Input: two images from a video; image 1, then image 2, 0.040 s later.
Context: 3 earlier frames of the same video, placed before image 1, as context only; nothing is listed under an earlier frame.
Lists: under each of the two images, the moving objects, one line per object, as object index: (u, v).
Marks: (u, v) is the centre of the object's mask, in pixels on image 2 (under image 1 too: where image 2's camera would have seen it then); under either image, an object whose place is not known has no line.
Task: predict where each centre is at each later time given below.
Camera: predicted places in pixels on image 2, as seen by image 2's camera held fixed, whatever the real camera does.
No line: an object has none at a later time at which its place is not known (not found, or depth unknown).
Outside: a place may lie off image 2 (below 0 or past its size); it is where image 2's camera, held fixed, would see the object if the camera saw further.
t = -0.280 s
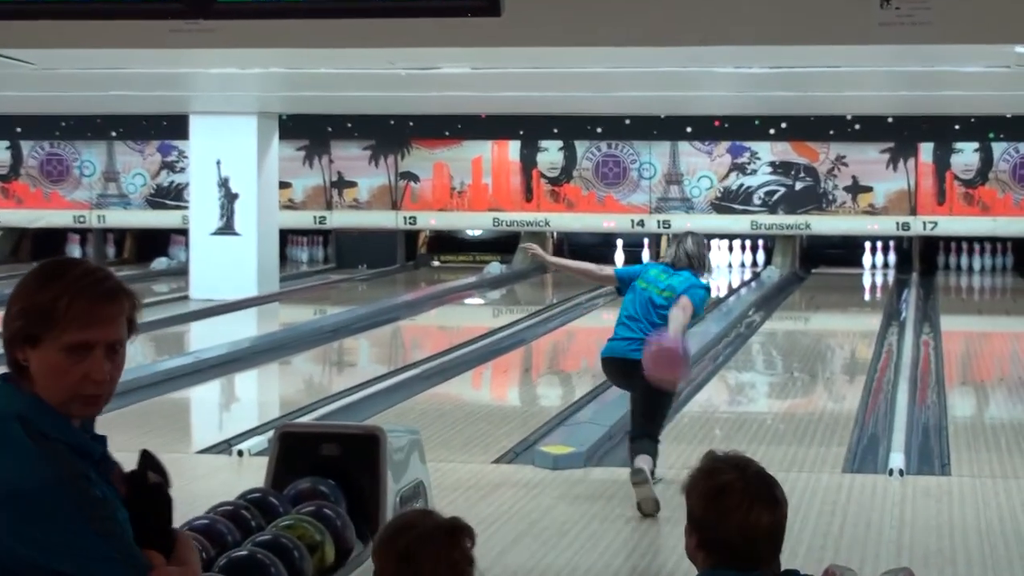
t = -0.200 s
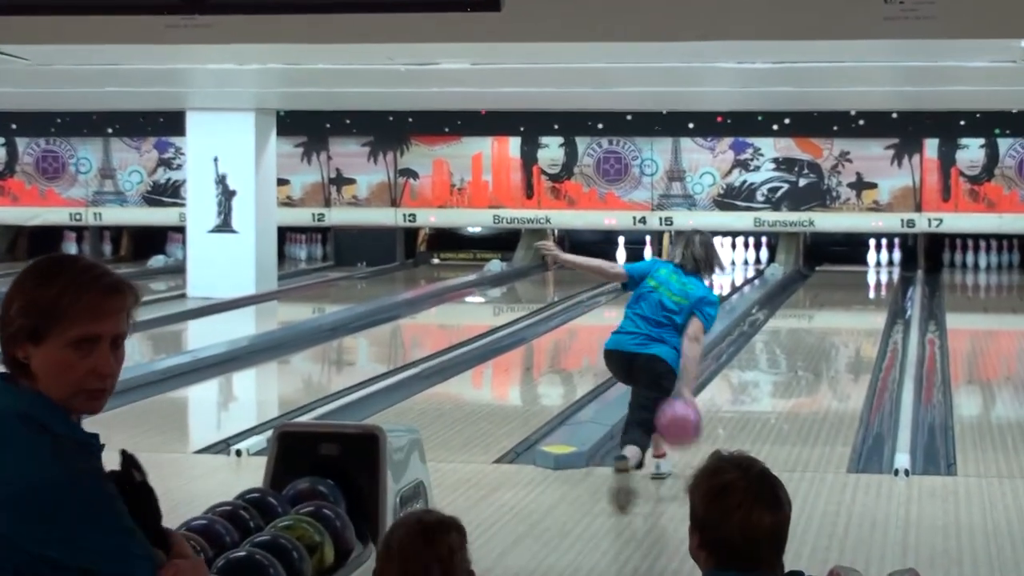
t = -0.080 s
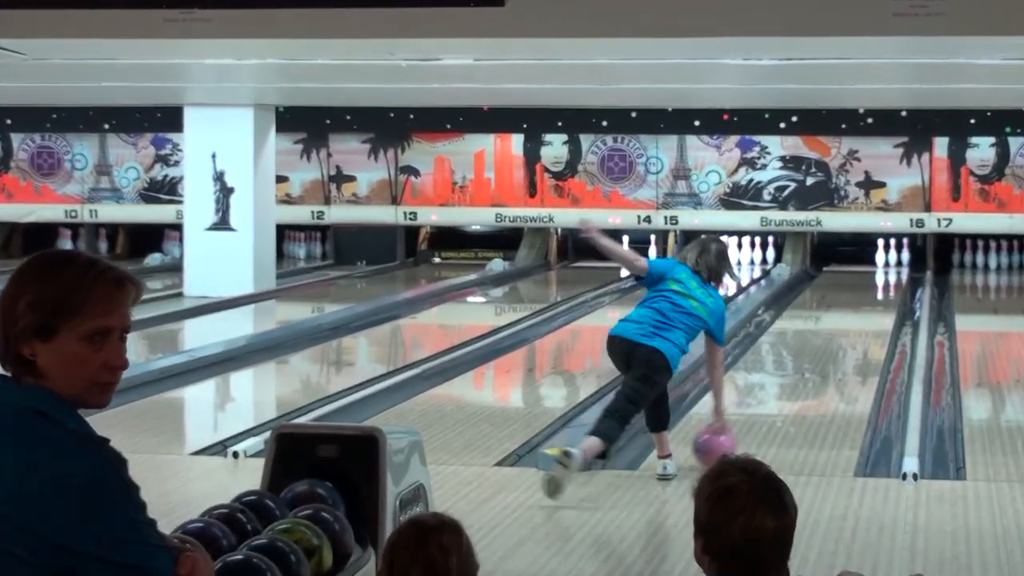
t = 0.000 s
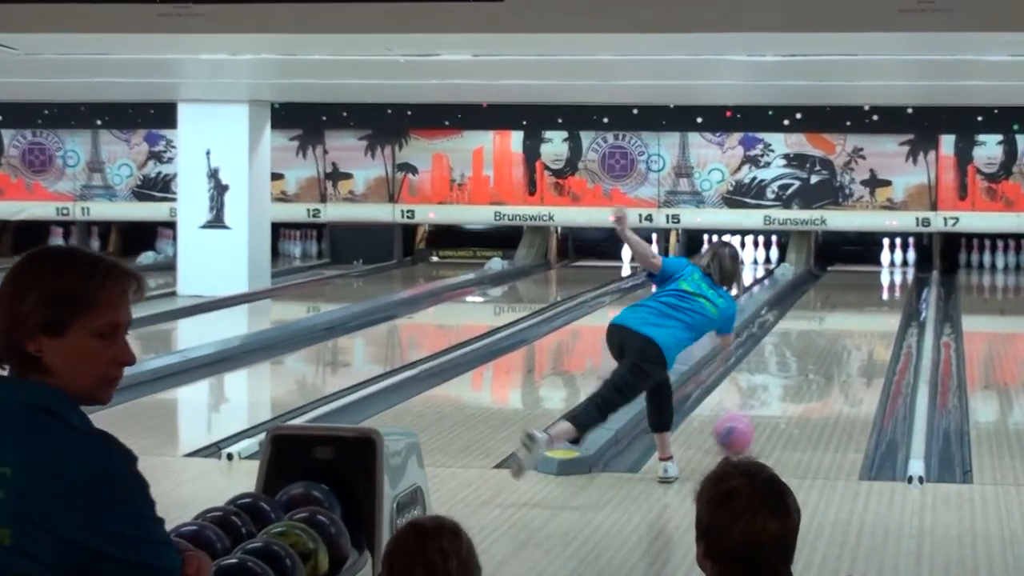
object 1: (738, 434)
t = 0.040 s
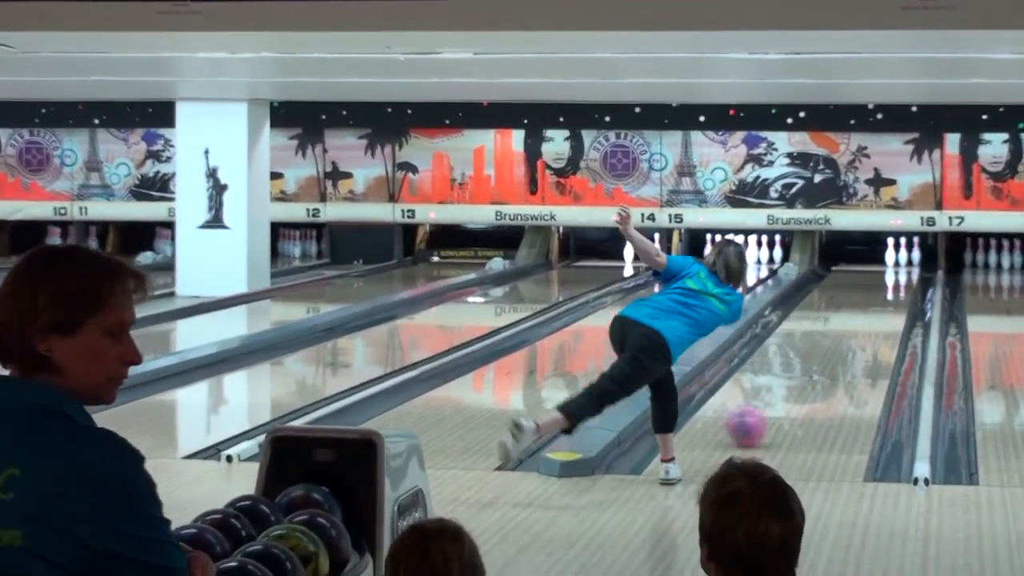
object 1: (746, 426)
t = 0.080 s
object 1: (753, 418)
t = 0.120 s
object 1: (760, 412)
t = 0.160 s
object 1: (766, 405)
